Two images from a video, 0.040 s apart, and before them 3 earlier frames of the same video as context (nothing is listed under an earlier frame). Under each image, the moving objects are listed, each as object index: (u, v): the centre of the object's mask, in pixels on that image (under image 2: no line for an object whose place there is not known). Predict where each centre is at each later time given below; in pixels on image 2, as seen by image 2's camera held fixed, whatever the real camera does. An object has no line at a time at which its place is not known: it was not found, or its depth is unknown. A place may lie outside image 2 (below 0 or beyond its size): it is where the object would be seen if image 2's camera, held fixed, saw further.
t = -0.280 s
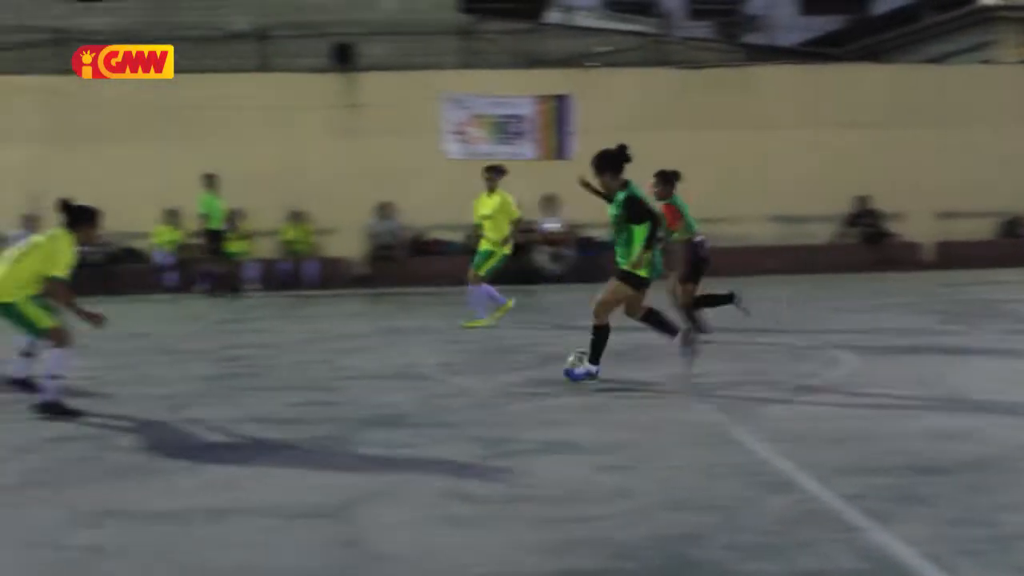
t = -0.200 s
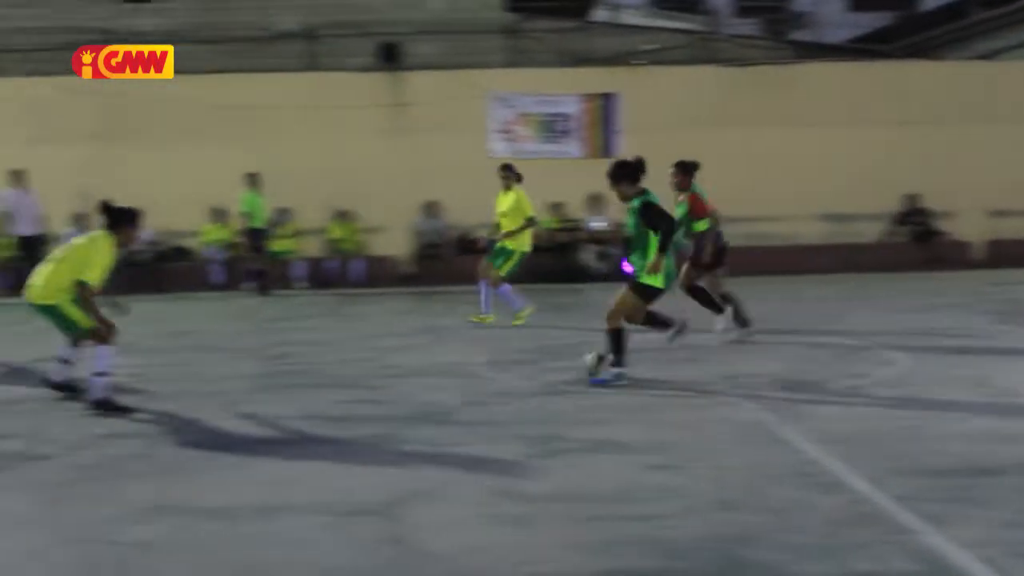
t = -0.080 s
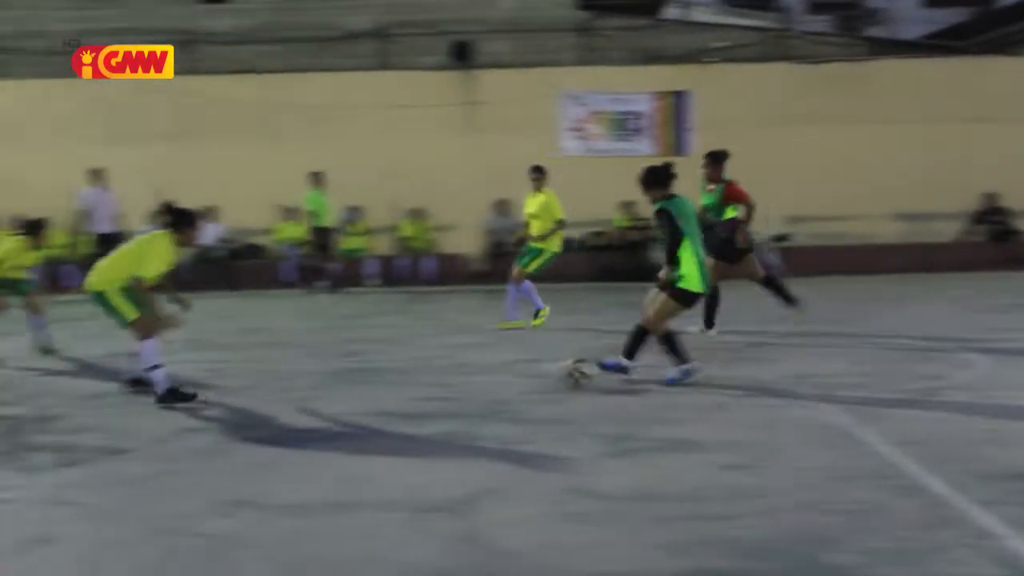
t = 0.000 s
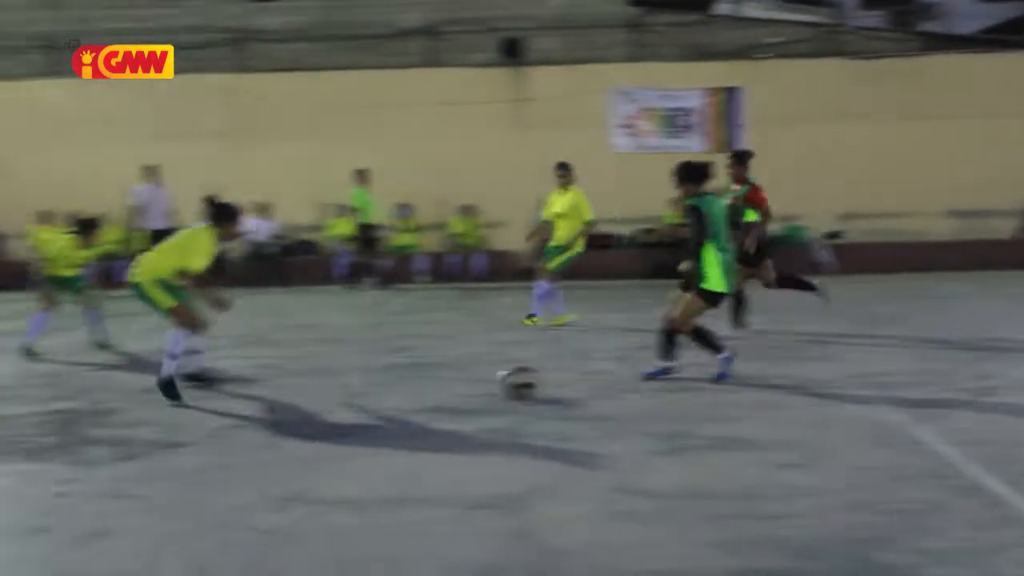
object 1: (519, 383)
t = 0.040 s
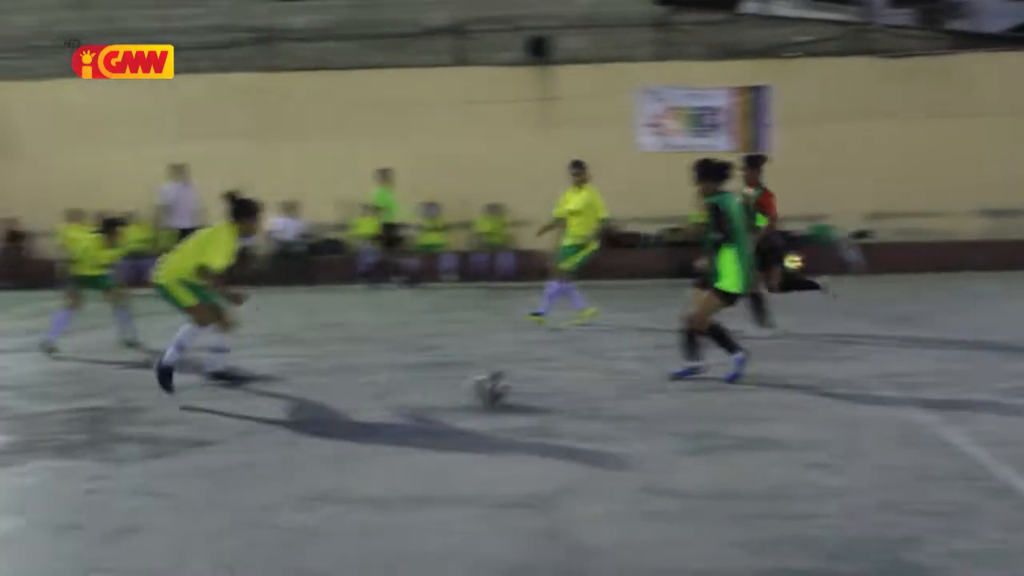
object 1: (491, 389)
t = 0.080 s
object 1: (431, 398)
